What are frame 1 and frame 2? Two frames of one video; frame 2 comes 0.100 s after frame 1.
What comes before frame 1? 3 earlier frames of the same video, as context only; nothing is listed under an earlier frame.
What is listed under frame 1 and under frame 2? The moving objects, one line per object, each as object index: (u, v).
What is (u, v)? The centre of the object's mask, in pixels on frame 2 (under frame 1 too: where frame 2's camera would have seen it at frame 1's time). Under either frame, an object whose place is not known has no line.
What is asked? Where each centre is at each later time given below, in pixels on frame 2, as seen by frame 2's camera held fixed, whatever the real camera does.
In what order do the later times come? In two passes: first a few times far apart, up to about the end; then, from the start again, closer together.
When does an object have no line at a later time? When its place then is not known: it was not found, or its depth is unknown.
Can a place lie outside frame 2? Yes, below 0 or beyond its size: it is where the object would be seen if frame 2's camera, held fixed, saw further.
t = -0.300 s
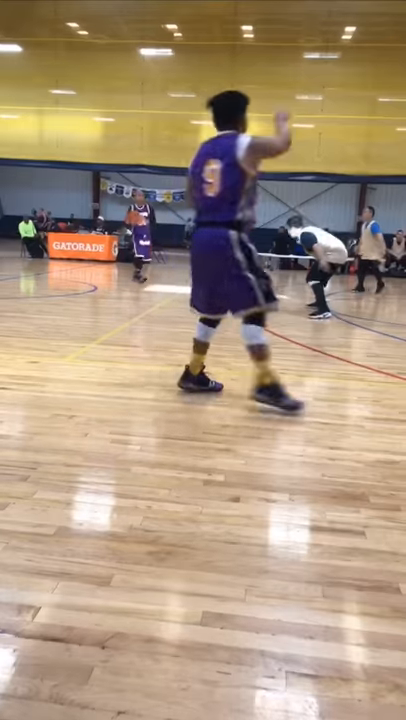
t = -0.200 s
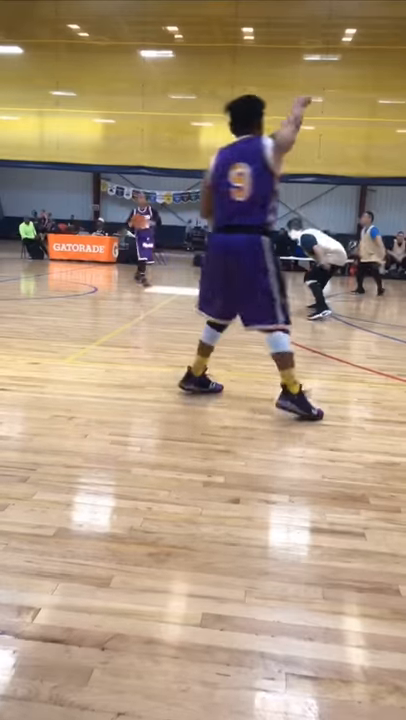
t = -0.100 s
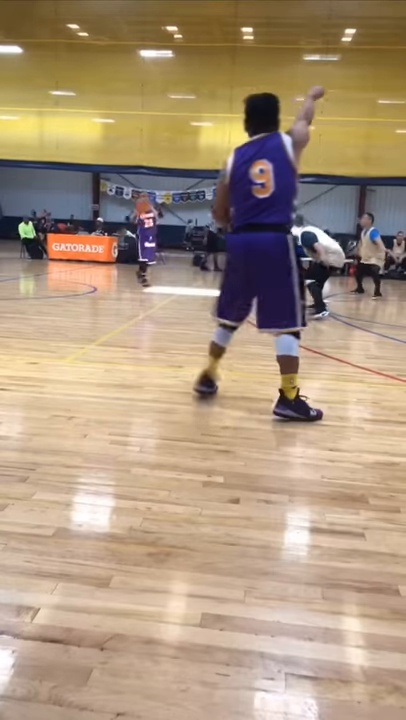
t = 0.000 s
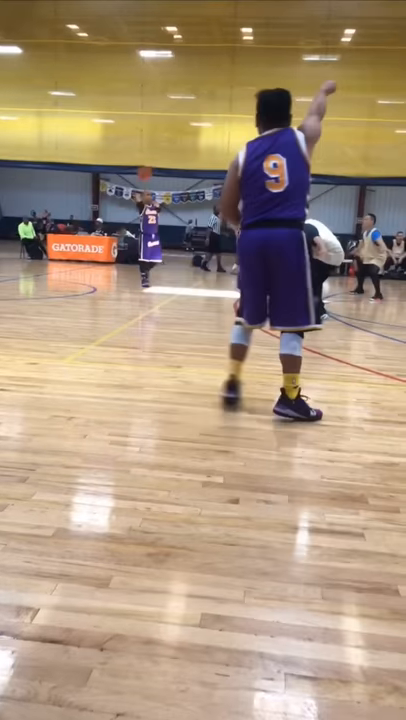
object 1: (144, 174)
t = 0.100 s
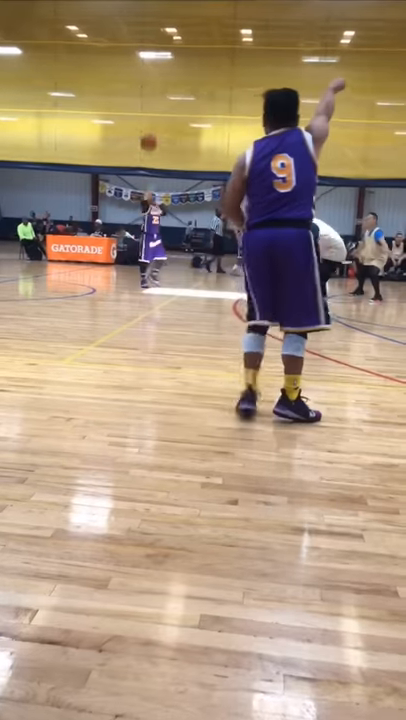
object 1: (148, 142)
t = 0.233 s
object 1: (156, 103)
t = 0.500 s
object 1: (175, 39)
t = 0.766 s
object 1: (202, 27)
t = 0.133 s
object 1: (150, 132)
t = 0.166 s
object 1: (152, 121)
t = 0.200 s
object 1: (154, 112)
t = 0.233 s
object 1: (156, 103)
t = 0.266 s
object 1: (158, 93)
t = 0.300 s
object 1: (160, 84)
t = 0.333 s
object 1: (162, 75)
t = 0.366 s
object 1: (164, 67)
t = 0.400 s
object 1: (167, 59)
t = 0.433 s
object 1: (170, 51)
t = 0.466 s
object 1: (172, 44)
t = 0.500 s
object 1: (175, 39)
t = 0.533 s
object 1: (178, 34)
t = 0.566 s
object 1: (181, 31)
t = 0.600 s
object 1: (184, 26)
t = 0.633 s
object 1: (187, 22)
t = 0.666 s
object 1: (191, 20)
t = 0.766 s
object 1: (202, 27)
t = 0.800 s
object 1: (207, 34)
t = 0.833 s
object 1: (213, 43)
